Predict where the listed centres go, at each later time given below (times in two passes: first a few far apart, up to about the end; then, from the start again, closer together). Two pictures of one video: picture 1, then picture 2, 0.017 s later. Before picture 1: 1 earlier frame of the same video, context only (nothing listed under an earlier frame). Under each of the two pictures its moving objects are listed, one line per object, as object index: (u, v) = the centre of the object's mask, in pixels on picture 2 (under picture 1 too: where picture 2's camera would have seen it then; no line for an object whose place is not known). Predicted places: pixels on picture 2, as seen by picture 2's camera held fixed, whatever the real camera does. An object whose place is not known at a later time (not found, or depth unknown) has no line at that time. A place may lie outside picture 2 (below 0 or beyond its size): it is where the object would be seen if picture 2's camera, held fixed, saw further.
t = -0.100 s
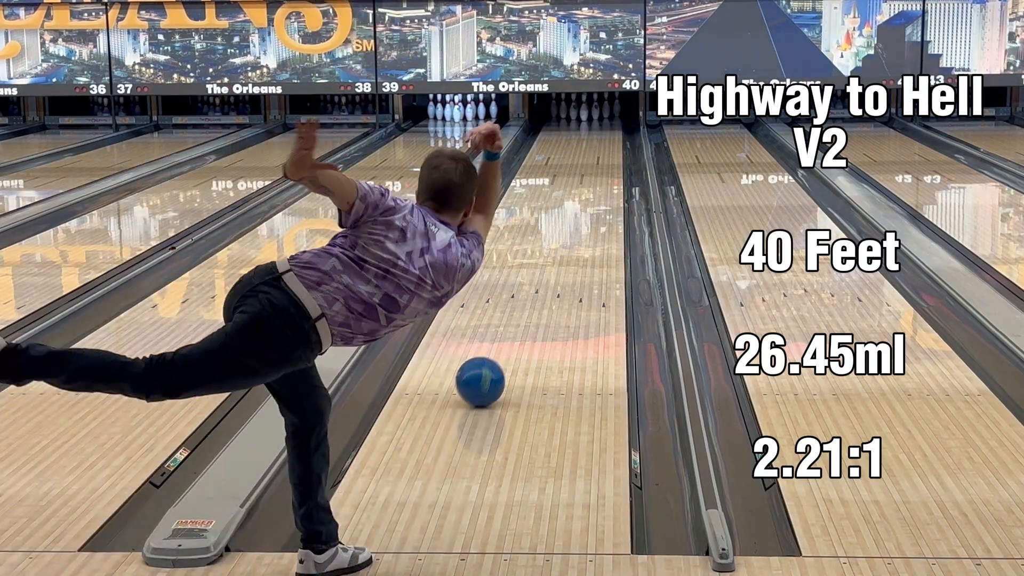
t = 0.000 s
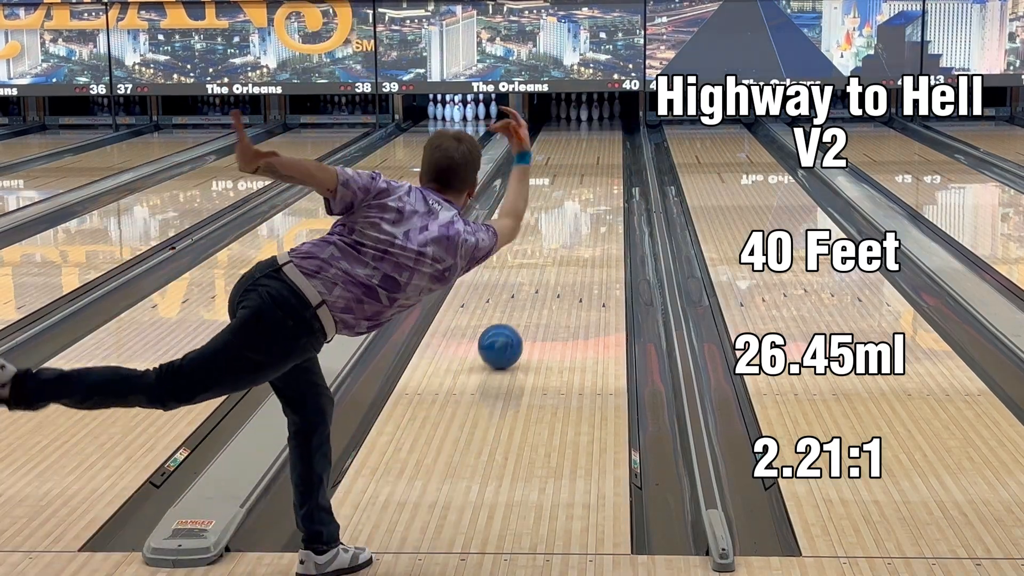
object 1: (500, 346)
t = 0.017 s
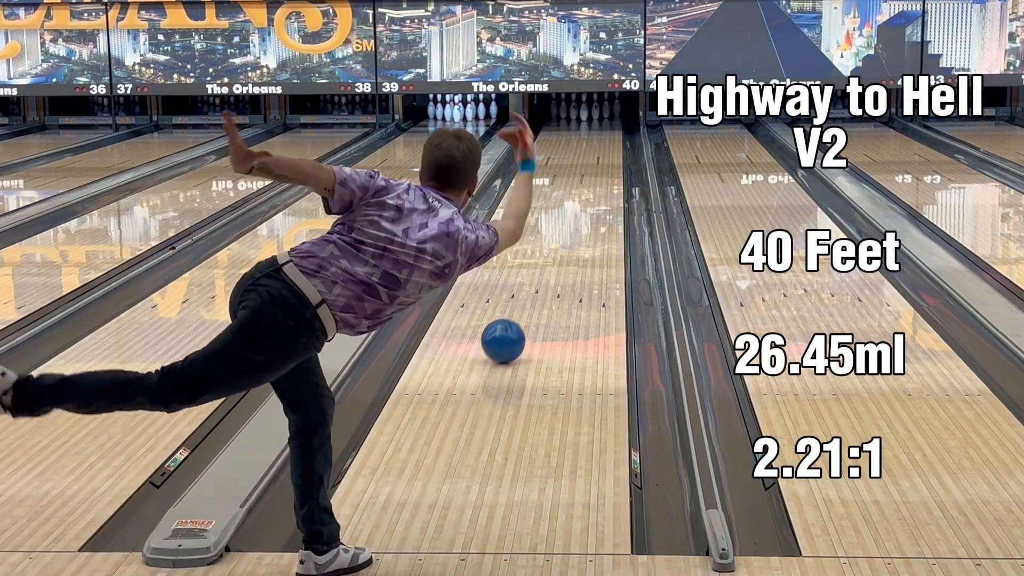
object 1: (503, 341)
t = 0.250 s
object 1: (536, 281)
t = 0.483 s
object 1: (559, 239)
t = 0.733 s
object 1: (576, 206)
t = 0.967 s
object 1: (588, 182)
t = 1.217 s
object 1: (597, 161)
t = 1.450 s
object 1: (602, 147)
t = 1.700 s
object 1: (603, 134)
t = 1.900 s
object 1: (601, 126)
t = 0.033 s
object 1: (506, 336)
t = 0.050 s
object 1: (509, 331)
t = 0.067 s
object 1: (511, 326)
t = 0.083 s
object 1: (514, 321)
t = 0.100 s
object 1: (516, 317)
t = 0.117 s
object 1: (519, 312)
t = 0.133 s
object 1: (521, 308)
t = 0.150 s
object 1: (523, 309)
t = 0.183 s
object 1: (533, 292)
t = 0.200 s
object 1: (530, 292)
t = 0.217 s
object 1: (532, 288)
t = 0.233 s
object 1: (534, 285)
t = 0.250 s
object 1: (536, 281)
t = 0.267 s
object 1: (538, 278)
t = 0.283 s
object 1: (540, 274)
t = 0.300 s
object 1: (542, 271)
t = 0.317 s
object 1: (544, 268)
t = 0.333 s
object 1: (545, 265)
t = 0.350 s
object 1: (547, 262)
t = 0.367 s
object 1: (549, 258)
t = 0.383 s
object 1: (550, 256)
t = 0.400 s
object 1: (552, 253)
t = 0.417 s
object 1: (553, 250)
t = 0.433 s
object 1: (555, 247)
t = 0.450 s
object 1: (556, 244)
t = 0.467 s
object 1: (558, 242)
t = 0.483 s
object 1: (559, 239)
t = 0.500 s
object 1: (560, 236)
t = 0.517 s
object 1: (562, 234)
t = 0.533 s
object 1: (563, 231)
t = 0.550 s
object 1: (564, 229)
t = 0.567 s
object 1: (565, 227)
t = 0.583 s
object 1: (567, 225)
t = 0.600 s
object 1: (568, 222)
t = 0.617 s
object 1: (569, 220)
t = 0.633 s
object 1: (570, 218)
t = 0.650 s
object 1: (571, 216)
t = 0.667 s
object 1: (572, 214)
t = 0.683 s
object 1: (573, 211)
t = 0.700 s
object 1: (574, 210)
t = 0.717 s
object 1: (575, 207)
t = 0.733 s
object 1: (576, 206)
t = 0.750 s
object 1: (577, 204)
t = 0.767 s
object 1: (578, 202)
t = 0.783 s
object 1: (579, 200)
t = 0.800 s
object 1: (580, 198)
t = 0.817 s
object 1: (581, 196)
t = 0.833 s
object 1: (582, 194)
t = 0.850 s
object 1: (582, 193)
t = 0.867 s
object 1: (583, 191)
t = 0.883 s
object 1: (584, 189)
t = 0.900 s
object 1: (585, 188)
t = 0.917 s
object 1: (586, 186)
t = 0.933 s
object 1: (586, 184)
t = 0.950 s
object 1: (587, 183)
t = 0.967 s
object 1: (588, 182)
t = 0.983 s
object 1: (589, 180)
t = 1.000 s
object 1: (589, 178)
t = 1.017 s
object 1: (590, 177)
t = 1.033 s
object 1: (591, 176)
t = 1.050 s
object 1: (591, 174)
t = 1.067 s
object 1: (592, 173)
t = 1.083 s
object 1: (592, 172)
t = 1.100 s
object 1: (593, 170)
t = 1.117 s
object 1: (594, 169)
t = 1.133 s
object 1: (594, 168)
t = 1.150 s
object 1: (595, 166)
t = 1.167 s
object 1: (595, 165)
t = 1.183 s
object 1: (596, 164)
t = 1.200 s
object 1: (596, 163)
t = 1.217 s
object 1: (597, 161)
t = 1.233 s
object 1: (597, 160)
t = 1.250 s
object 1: (598, 159)
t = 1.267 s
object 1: (598, 158)
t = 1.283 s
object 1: (599, 157)
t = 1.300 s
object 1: (599, 156)
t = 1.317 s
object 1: (599, 155)
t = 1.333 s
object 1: (600, 154)
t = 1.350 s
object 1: (600, 153)
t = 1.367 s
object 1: (601, 152)
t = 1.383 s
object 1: (601, 151)
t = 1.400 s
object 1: (602, 150)
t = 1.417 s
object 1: (602, 149)
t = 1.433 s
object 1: (602, 148)
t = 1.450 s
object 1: (602, 147)
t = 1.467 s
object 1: (603, 146)
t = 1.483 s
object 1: (603, 145)
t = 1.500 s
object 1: (603, 144)
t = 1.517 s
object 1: (603, 144)
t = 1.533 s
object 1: (603, 142)
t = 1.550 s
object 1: (603, 142)
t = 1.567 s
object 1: (603, 141)
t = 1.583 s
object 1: (604, 140)
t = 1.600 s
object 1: (604, 139)
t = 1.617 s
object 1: (604, 138)
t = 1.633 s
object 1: (604, 137)
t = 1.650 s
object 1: (604, 136)
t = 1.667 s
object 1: (603, 135)
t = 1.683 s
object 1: (603, 135)
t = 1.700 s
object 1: (603, 134)
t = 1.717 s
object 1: (603, 133)
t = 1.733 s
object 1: (603, 132)
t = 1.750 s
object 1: (603, 132)
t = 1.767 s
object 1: (603, 131)
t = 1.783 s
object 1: (603, 130)
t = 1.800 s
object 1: (603, 130)
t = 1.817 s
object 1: (603, 129)
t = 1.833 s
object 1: (603, 129)
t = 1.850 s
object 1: (602, 128)
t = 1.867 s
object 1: (602, 127)
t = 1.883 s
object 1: (601, 126)
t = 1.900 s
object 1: (601, 126)
